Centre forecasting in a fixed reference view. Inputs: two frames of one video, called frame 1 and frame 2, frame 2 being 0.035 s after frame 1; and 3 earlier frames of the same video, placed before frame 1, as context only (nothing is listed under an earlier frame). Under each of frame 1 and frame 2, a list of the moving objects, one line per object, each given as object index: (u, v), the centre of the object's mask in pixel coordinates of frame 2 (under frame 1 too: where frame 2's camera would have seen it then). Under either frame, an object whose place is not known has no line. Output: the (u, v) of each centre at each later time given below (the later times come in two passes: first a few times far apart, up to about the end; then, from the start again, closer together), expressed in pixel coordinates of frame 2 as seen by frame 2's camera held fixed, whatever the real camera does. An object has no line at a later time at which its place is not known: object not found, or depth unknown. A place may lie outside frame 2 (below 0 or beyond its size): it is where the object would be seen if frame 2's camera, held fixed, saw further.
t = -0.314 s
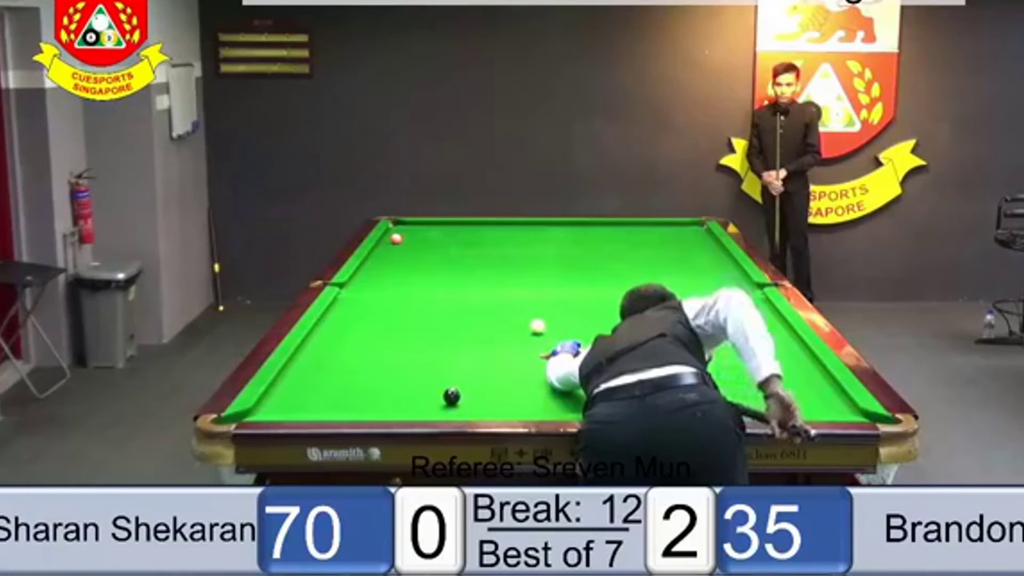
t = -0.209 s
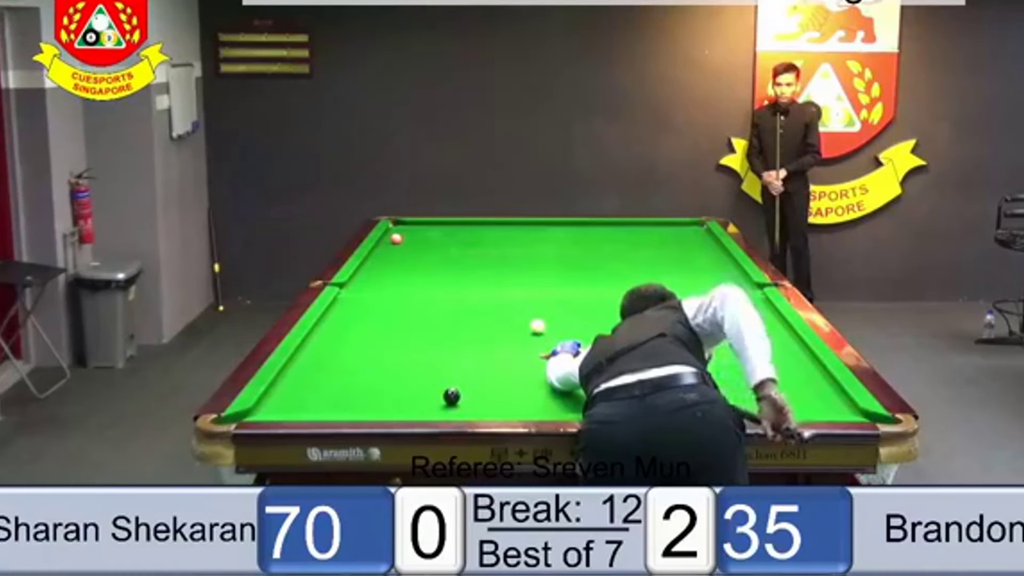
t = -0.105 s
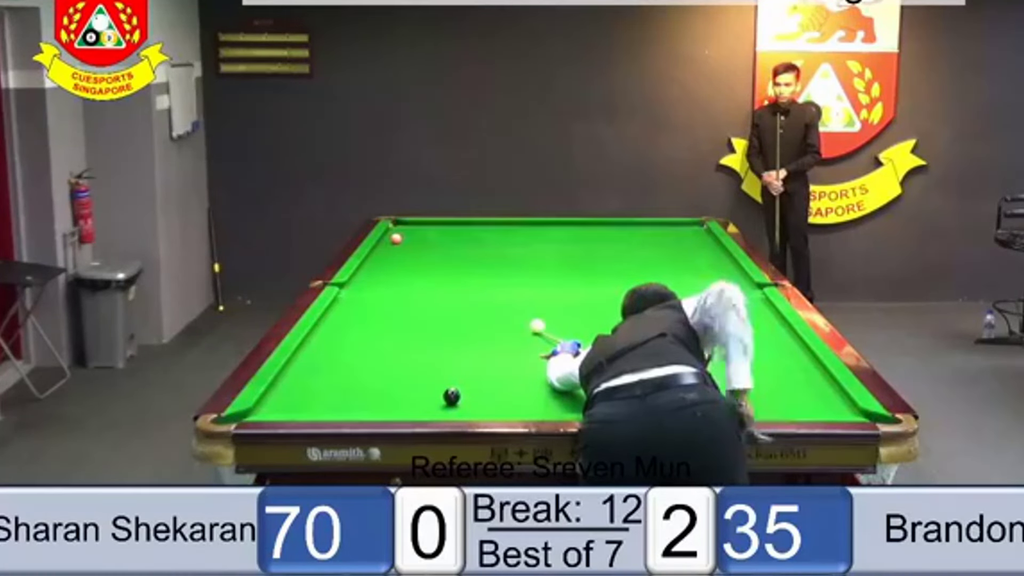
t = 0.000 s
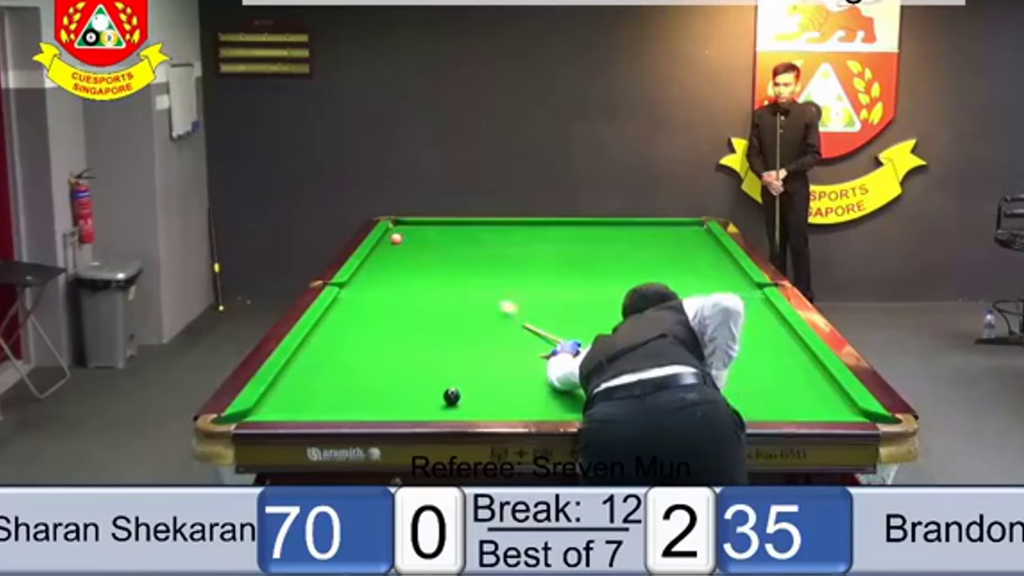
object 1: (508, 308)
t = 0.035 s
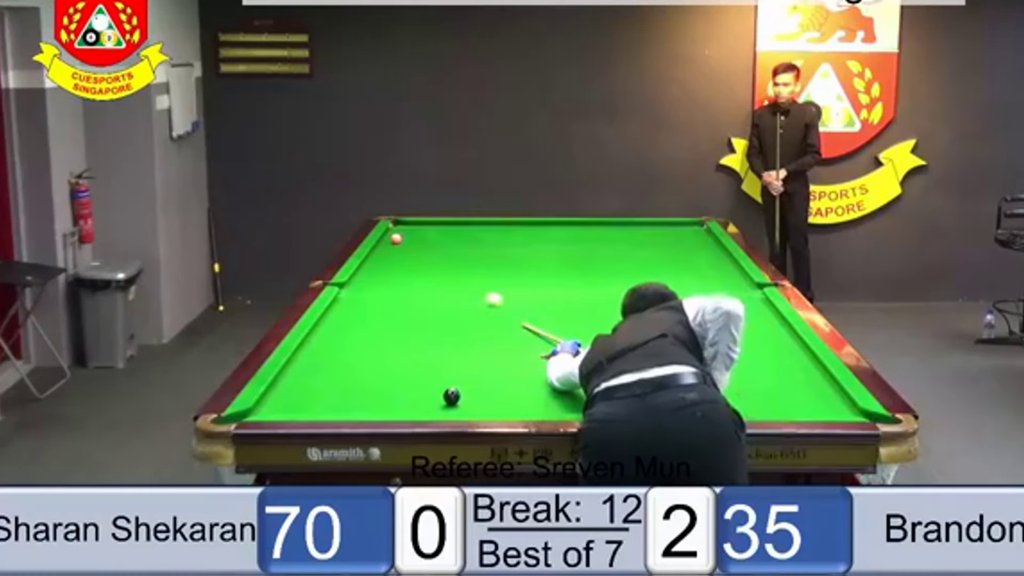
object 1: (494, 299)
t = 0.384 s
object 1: (409, 248)
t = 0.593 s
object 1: (386, 239)
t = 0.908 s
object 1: (410, 240)
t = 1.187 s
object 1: (432, 240)
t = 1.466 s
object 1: (450, 241)
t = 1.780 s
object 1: (470, 242)
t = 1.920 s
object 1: (480, 242)
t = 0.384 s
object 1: (409, 248)
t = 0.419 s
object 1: (402, 244)
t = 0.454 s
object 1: (398, 242)
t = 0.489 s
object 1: (393, 239)
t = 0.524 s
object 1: (387, 239)
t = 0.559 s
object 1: (385, 239)
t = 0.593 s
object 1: (386, 239)
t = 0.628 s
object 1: (389, 239)
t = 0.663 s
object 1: (391, 239)
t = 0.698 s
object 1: (394, 239)
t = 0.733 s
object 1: (397, 240)
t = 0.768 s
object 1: (399, 239)
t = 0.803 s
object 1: (402, 240)
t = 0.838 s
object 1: (405, 240)
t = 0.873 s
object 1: (407, 240)
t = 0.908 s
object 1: (410, 240)
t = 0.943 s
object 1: (413, 240)
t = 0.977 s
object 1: (414, 240)
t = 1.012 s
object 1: (420, 240)
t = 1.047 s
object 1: (422, 240)
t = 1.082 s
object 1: (425, 240)
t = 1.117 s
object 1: (428, 240)
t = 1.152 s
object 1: (429, 240)
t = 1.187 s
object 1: (432, 240)
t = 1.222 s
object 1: (435, 241)
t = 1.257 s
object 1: (436, 241)
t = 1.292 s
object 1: (439, 241)
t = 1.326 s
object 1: (442, 241)
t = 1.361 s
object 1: (443, 241)
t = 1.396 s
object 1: (446, 241)
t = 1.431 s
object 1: (449, 241)
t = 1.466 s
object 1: (450, 241)
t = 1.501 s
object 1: (453, 241)
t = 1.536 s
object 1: (455, 241)
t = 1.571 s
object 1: (456, 241)
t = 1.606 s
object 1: (459, 241)
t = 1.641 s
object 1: (462, 241)
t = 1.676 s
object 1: (463, 241)
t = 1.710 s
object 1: (466, 241)
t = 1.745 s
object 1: (468, 242)
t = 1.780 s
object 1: (470, 242)
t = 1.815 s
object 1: (474, 242)
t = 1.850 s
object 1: (475, 242)
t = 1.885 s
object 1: (477, 242)
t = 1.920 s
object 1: (480, 242)
